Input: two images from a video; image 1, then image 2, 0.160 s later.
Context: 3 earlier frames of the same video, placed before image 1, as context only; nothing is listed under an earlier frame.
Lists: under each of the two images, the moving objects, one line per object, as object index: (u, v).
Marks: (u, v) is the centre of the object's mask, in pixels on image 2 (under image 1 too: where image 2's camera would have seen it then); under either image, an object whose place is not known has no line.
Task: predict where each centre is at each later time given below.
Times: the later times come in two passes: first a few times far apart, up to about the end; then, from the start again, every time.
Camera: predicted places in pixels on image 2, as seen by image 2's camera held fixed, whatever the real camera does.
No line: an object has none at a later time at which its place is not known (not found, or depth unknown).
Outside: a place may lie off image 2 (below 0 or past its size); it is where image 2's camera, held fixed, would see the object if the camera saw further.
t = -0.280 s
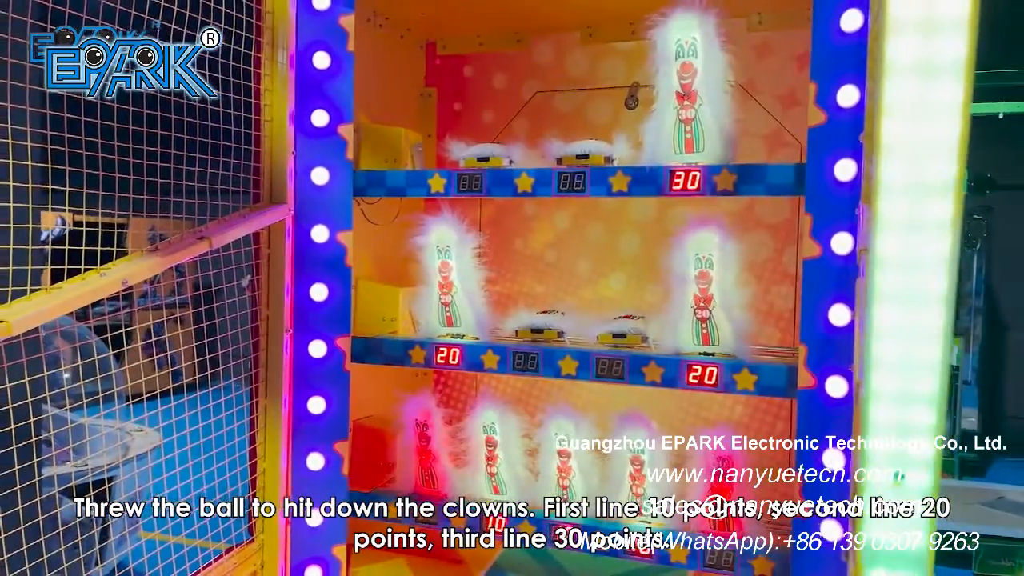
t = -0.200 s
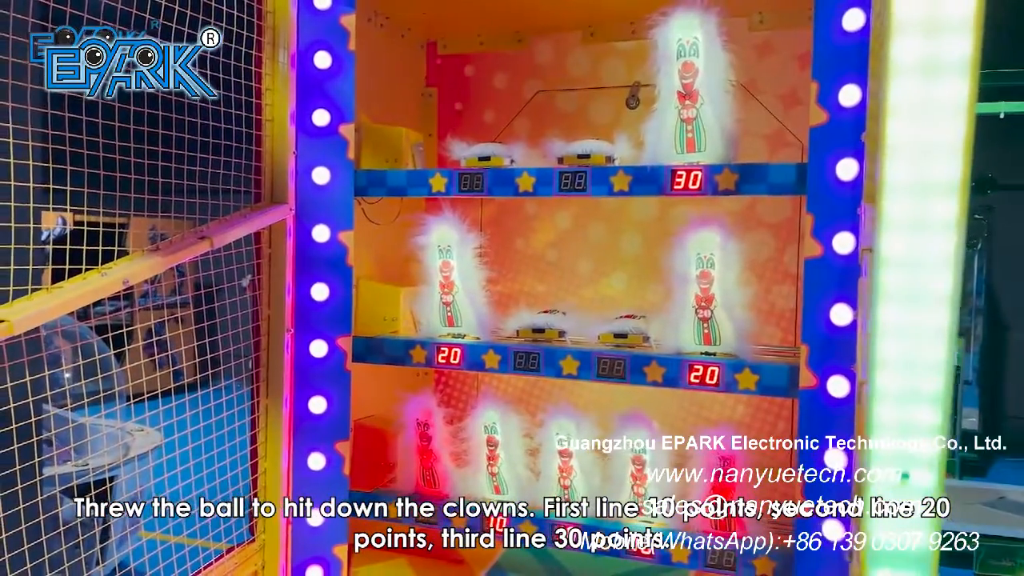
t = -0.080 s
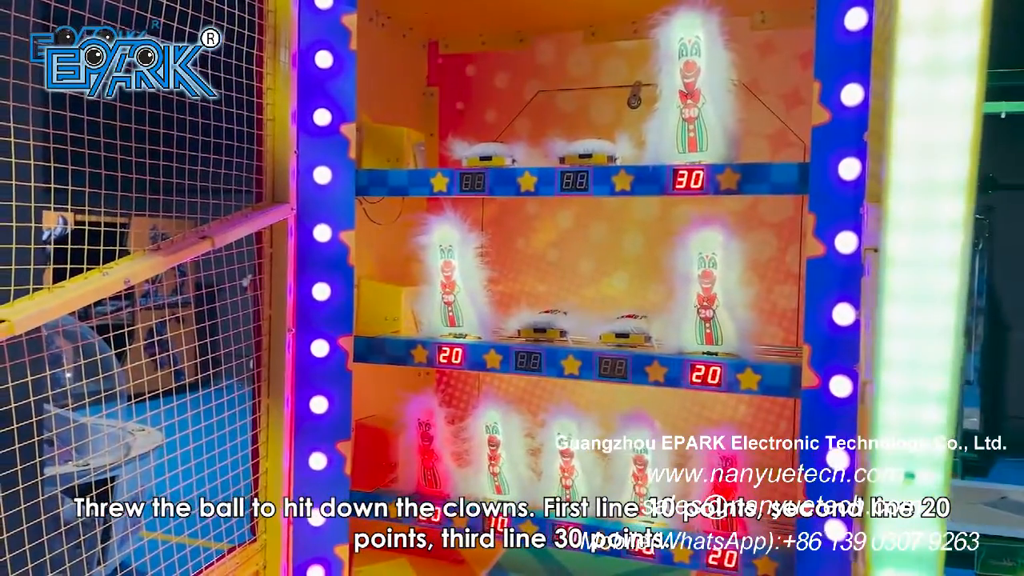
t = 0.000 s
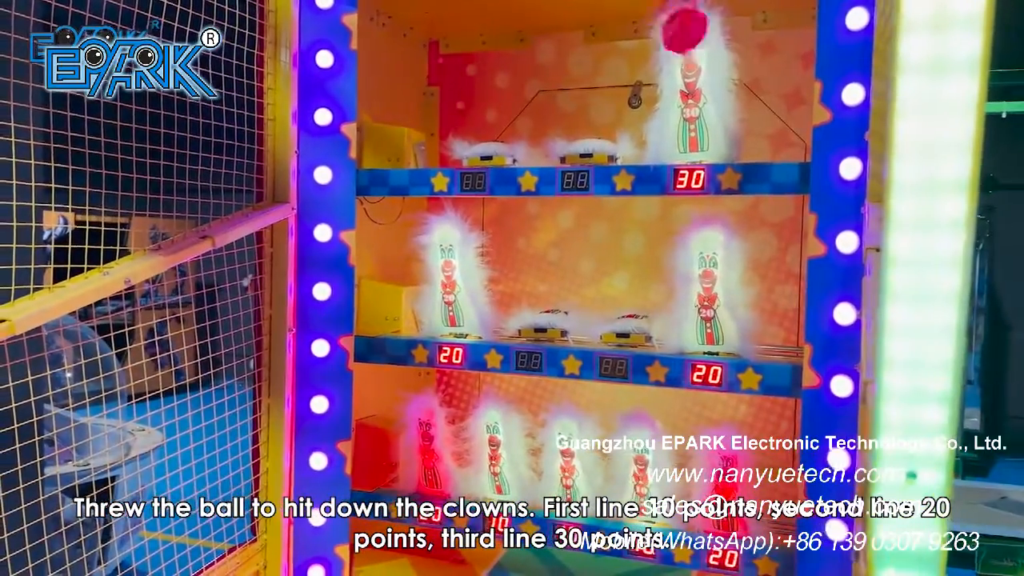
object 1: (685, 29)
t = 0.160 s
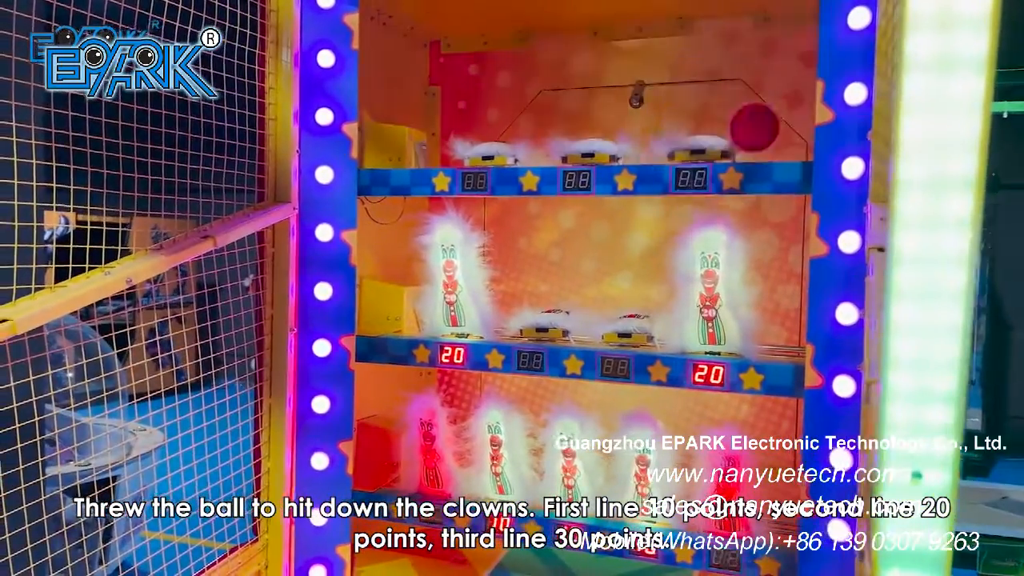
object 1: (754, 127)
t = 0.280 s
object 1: (784, 137)
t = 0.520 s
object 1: (674, 397)
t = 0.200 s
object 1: (773, 119)
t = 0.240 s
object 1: (785, 122)
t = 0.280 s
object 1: (784, 137)
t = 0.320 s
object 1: (767, 154)
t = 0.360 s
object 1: (752, 177)
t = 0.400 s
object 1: (729, 224)
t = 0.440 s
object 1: (712, 267)
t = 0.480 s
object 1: (688, 343)
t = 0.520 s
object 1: (674, 397)
